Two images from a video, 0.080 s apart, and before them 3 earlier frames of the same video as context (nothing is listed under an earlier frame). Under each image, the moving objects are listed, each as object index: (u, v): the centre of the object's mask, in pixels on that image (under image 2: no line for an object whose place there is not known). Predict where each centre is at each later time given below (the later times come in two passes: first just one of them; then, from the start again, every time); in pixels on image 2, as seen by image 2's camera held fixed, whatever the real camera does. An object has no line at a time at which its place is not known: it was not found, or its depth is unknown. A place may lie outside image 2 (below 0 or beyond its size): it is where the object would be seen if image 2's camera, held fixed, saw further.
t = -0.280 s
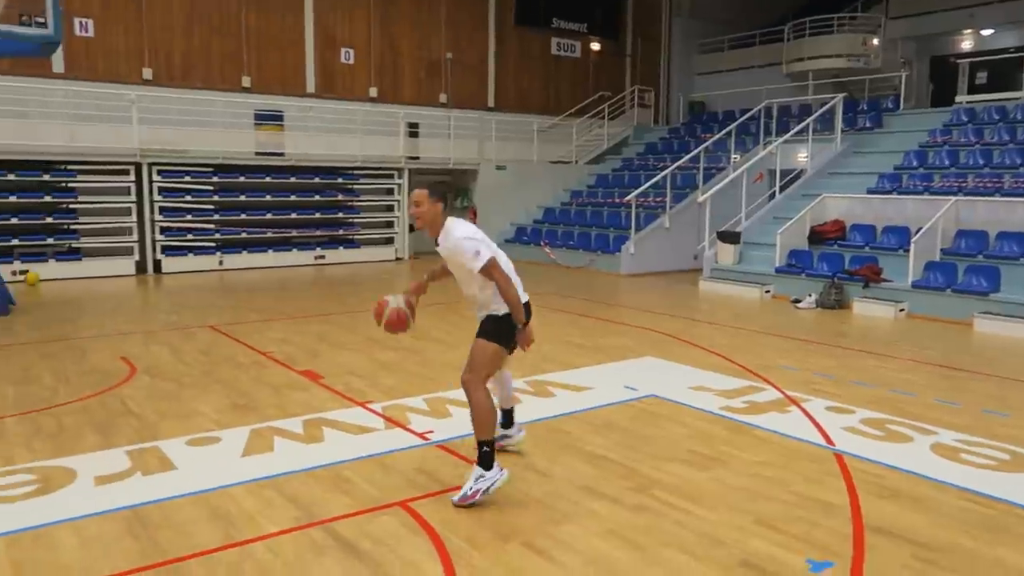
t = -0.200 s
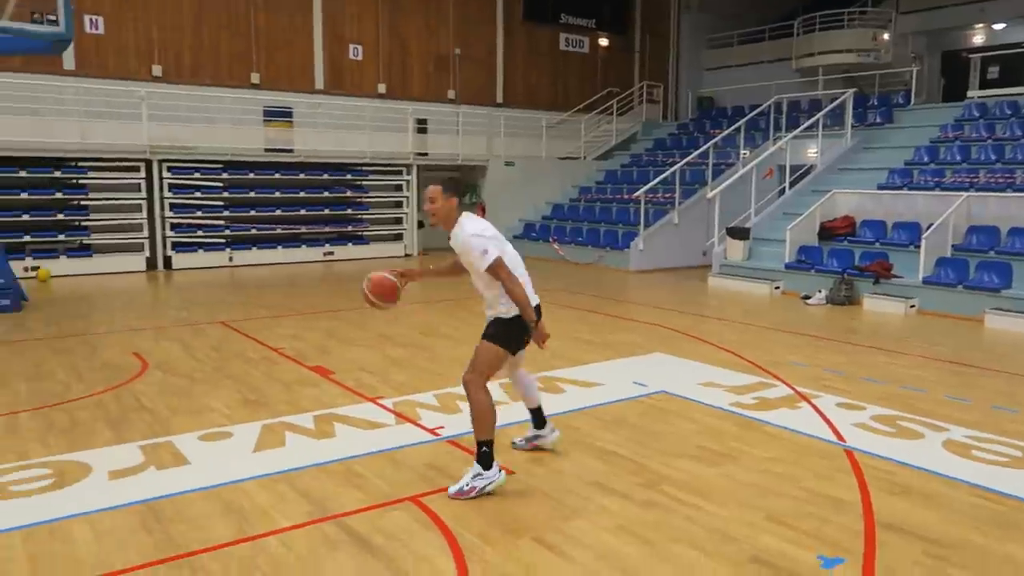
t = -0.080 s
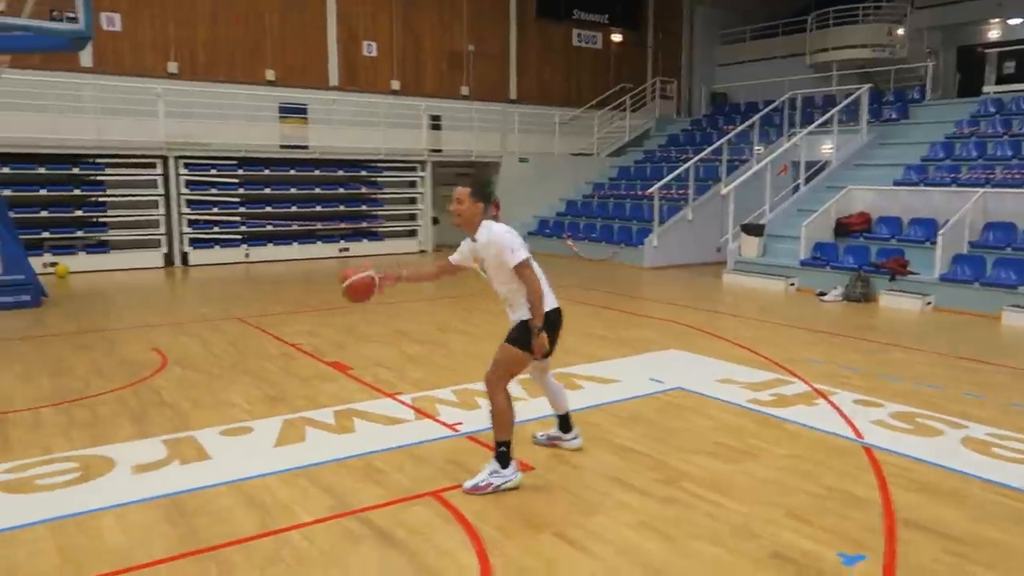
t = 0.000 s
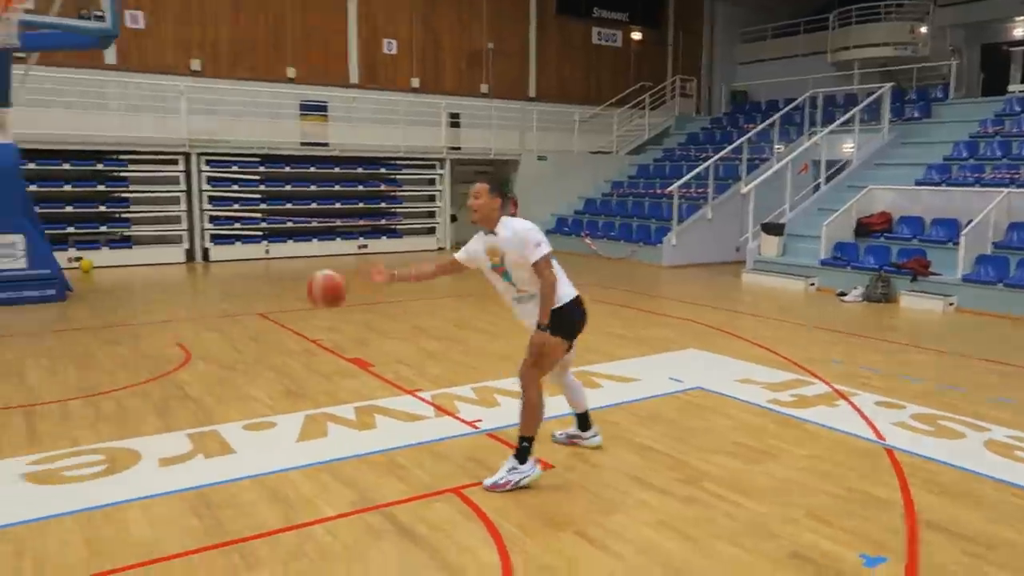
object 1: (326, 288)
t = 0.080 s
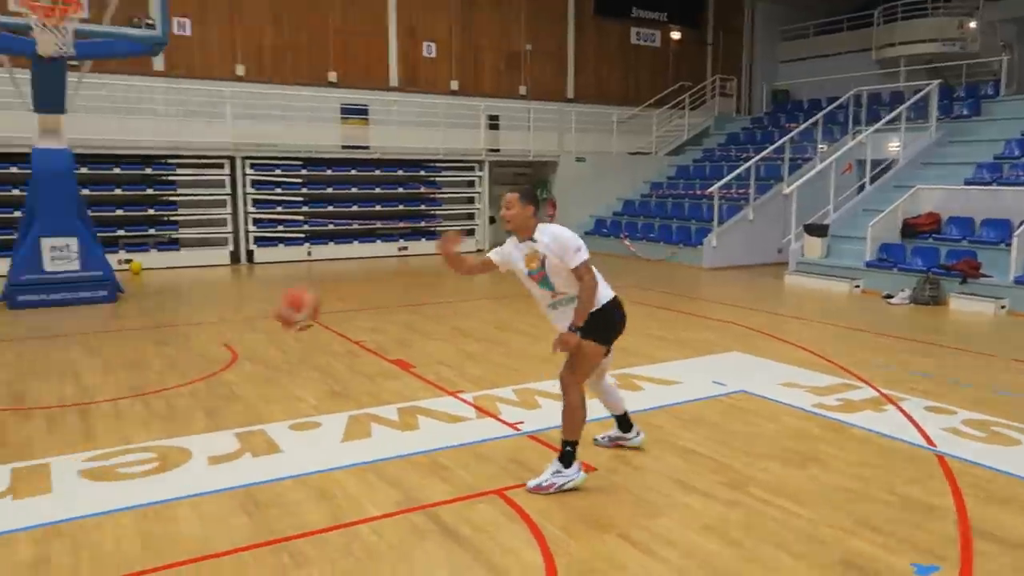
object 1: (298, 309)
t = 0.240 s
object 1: (124, 392)
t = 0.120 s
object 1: (259, 324)
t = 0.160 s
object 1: (216, 342)
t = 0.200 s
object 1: (172, 366)
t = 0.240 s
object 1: (124, 392)
